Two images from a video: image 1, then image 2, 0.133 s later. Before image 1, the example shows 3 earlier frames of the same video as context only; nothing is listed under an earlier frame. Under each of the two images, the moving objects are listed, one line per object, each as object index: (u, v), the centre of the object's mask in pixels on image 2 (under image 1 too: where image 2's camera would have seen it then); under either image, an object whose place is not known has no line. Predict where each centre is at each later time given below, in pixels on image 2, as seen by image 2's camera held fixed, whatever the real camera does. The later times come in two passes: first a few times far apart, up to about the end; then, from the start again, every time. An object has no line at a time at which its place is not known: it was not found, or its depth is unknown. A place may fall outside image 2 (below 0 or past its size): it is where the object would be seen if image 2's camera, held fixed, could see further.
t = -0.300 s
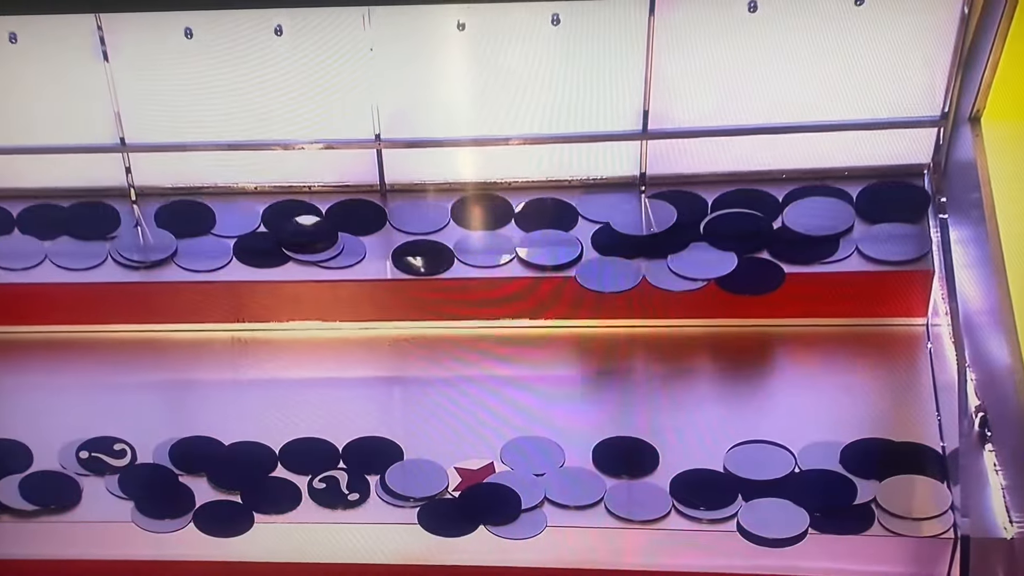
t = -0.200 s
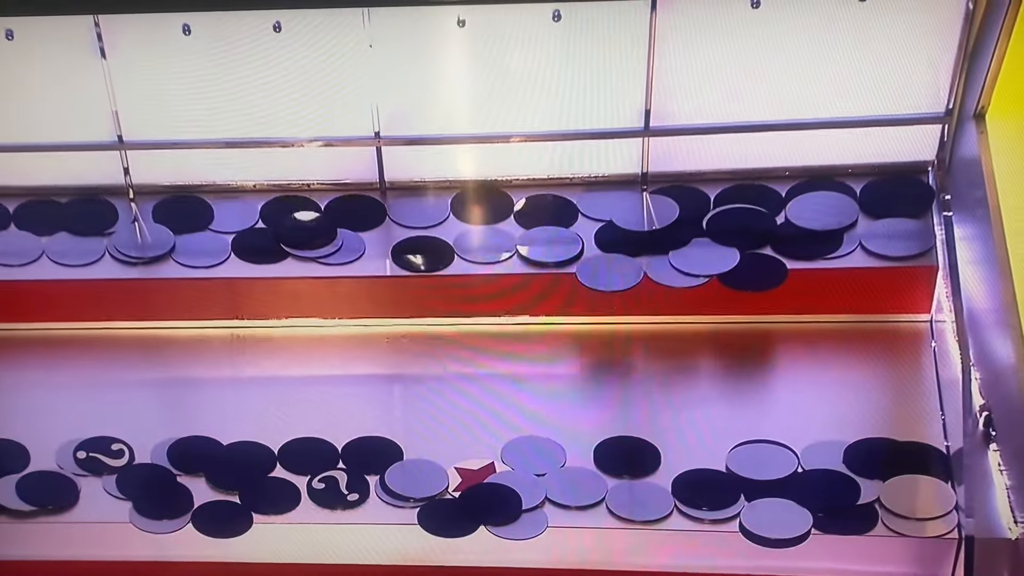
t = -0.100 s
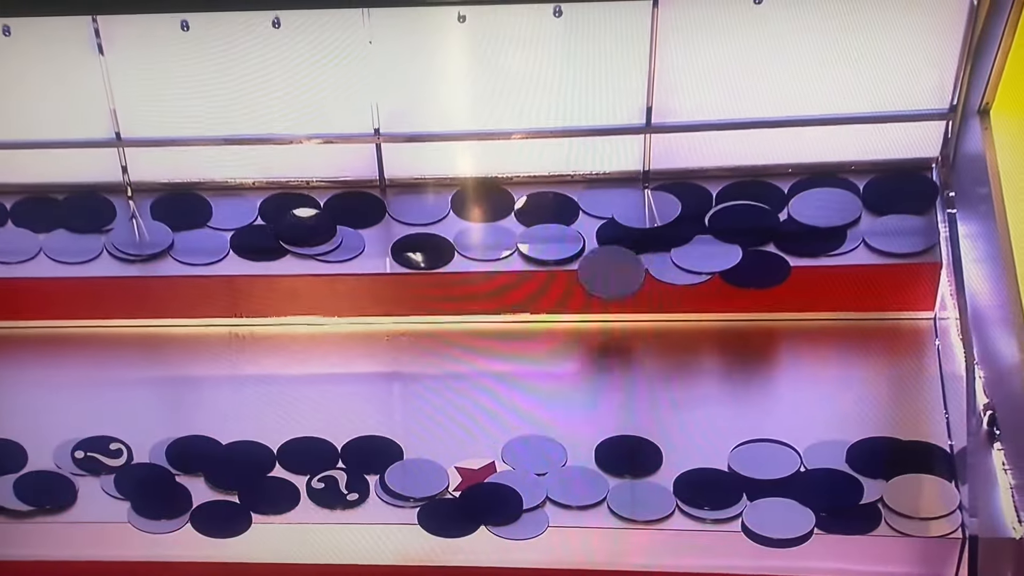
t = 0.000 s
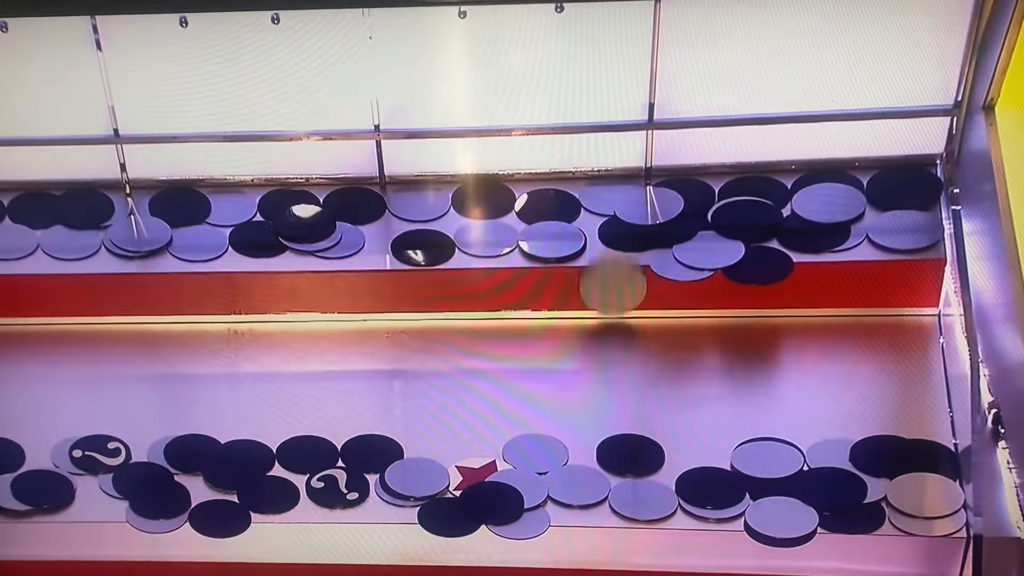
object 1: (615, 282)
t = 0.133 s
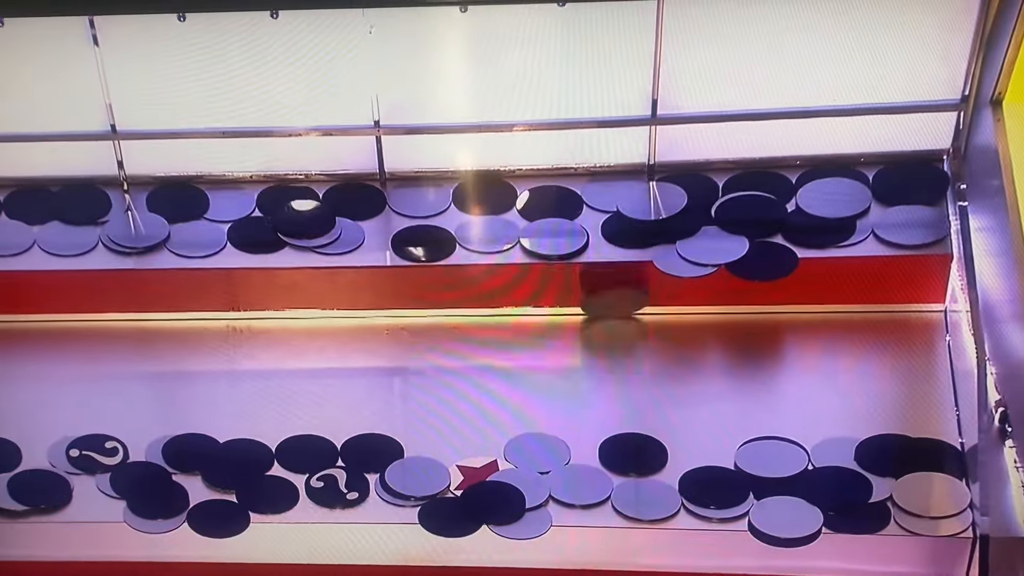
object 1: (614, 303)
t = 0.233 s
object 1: (614, 336)
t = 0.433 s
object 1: (618, 336)
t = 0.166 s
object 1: (617, 308)
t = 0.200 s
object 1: (614, 308)
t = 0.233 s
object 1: (614, 336)
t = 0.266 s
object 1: (615, 335)
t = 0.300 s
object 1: (616, 333)
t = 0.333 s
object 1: (617, 335)
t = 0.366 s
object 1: (617, 336)
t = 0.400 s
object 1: (617, 336)
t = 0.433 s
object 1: (618, 336)
